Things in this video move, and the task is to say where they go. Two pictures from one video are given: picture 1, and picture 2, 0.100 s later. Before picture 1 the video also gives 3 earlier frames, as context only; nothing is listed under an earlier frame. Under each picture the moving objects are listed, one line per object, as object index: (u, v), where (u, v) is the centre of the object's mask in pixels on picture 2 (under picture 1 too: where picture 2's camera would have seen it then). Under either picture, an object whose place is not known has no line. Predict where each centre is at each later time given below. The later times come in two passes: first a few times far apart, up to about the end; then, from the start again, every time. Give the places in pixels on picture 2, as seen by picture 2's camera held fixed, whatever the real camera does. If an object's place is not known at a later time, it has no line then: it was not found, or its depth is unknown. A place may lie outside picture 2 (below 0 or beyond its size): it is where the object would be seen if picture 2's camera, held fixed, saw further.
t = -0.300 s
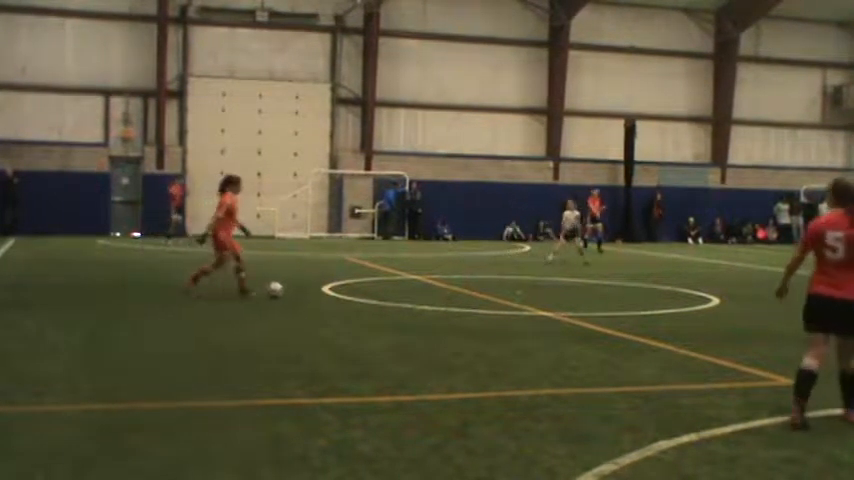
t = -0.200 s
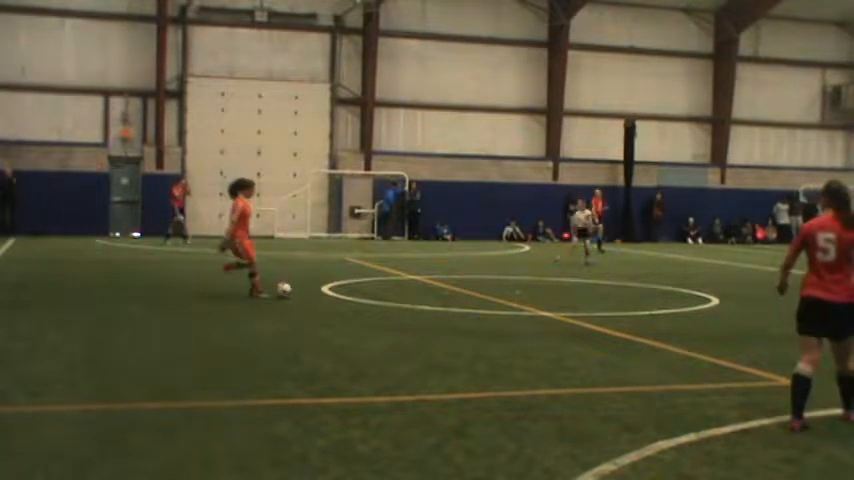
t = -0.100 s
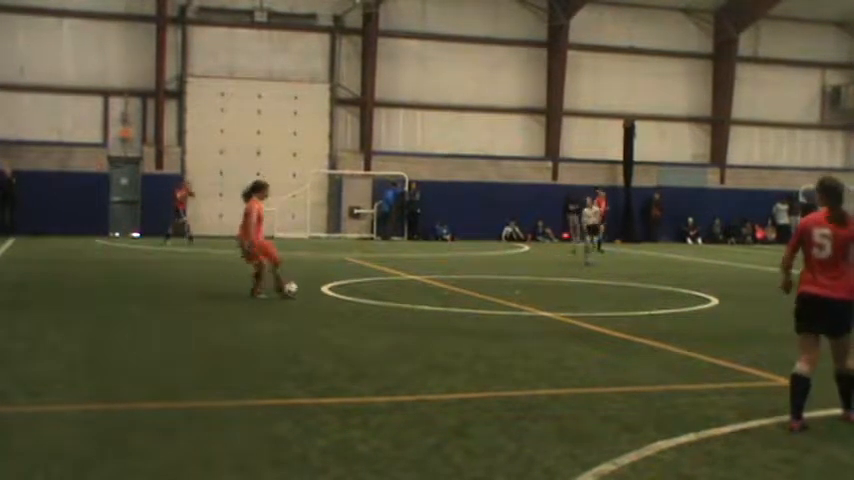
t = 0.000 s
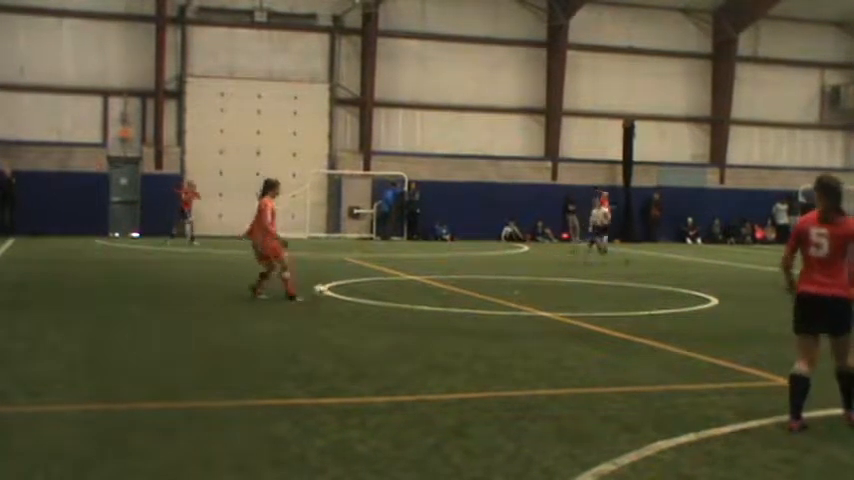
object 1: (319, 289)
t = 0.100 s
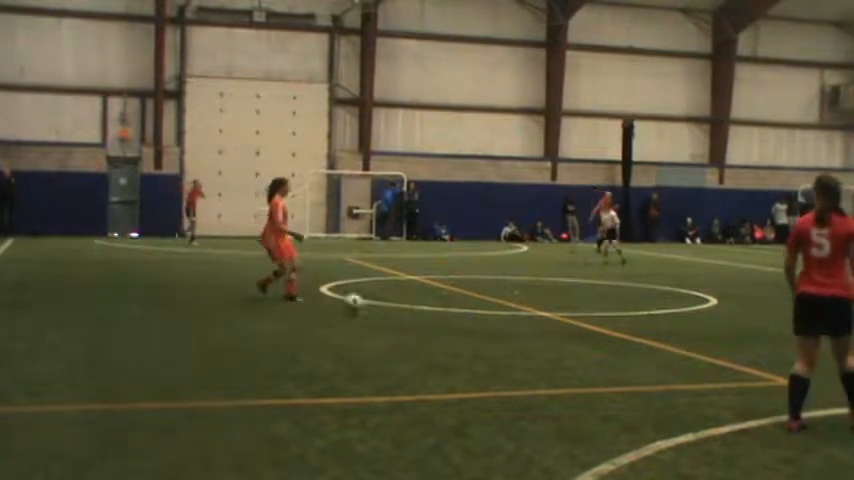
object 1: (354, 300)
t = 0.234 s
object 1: (401, 308)
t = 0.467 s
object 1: (489, 333)
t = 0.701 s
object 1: (578, 352)
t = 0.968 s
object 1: (688, 382)
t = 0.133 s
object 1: (366, 308)
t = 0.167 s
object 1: (378, 309)
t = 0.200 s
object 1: (389, 308)
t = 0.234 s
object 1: (401, 308)
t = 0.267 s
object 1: (412, 310)
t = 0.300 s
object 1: (425, 313)
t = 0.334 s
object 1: (436, 315)
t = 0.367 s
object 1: (450, 321)
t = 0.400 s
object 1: (463, 327)
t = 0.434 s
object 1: (477, 332)
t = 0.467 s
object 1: (489, 333)
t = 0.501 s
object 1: (501, 334)
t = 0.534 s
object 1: (514, 336)
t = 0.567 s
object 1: (526, 340)
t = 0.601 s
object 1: (540, 345)
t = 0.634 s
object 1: (553, 352)
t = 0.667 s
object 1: (566, 352)
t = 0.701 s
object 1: (578, 352)
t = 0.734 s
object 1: (590, 353)
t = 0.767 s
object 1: (603, 357)
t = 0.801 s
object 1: (617, 365)
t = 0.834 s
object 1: (630, 369)
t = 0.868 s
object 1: (643, 370)
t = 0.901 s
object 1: (658, 372)
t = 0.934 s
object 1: (672, 376)
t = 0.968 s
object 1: (688, 382)
